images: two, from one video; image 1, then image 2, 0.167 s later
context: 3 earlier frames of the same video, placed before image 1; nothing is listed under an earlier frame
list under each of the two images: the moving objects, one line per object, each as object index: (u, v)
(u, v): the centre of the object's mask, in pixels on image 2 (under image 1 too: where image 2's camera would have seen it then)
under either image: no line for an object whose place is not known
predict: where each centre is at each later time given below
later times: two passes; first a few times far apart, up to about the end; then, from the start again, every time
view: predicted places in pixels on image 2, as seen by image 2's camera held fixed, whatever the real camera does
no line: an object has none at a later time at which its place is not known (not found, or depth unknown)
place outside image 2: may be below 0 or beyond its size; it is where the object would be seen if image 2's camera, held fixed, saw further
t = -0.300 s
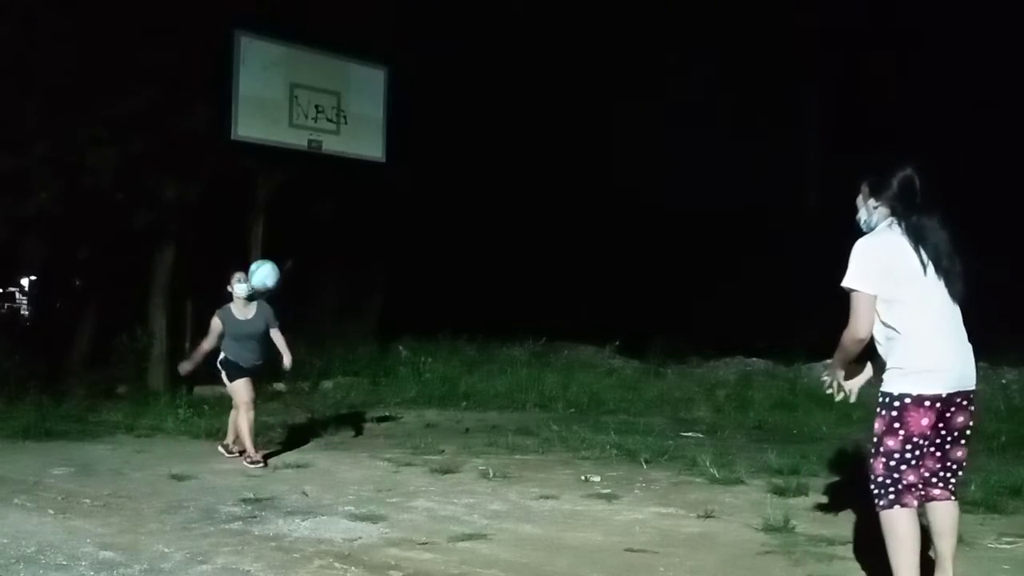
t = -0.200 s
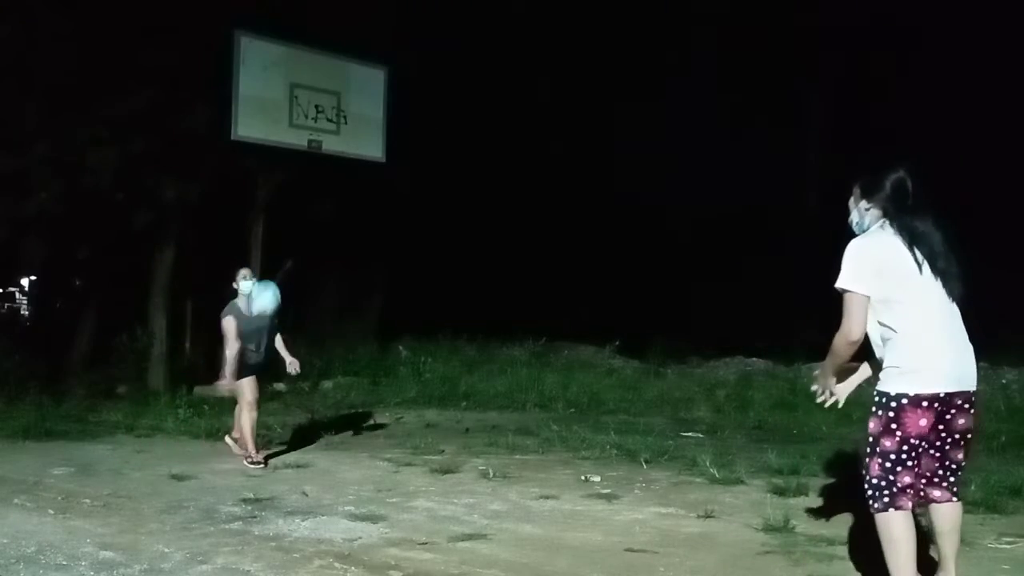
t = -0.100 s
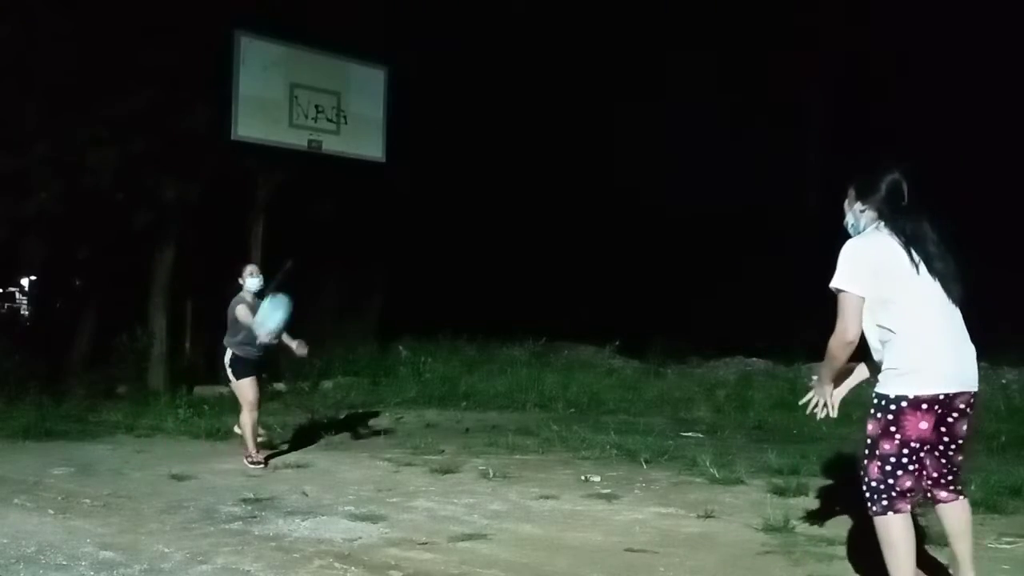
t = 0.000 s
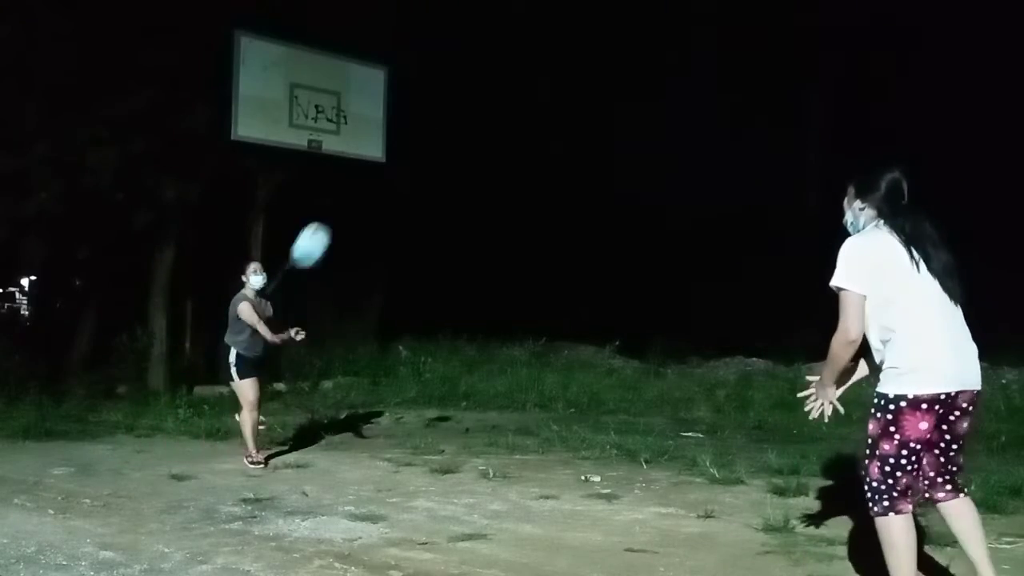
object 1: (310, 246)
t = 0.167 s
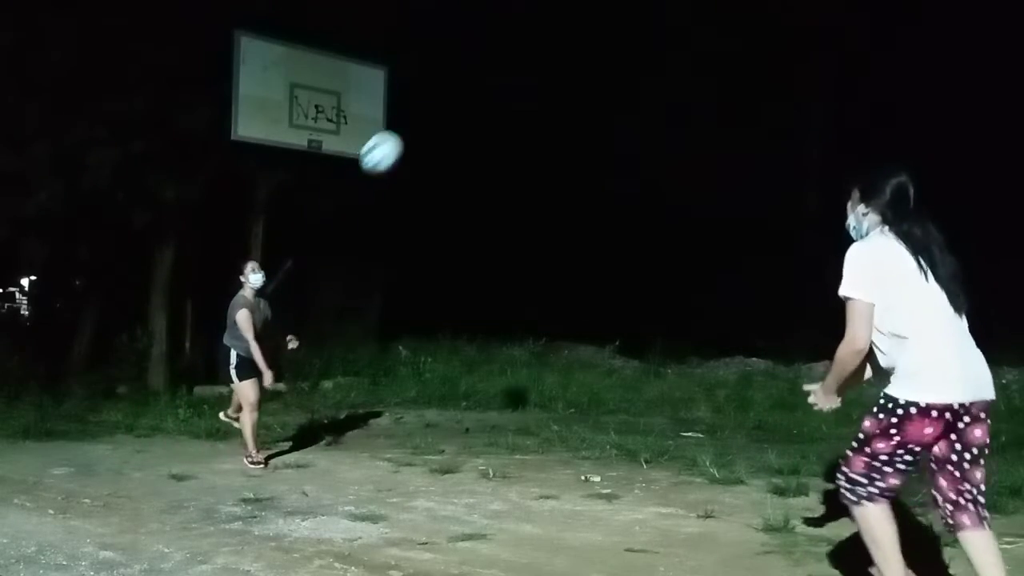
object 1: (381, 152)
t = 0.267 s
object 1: (427, 115)
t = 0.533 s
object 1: (568, 90)
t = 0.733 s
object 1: (696, 170)
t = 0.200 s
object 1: (397, 138)
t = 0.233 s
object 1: (411, 126)
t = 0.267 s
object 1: (427, 115)
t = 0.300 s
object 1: (443, 105)
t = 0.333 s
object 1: (460, 98)
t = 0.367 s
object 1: (477, 92)
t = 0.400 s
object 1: (494, 88)
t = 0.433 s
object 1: (512, 85)
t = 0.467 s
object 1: (530, 84)
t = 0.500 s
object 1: (549, 86)
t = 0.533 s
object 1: (568, 90)
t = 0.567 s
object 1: (588, 97)
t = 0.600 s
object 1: (608, 106)
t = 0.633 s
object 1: (629, 117)
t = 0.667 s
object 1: (650, 131)
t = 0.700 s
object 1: (673, 149)
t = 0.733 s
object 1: (696, 170)
